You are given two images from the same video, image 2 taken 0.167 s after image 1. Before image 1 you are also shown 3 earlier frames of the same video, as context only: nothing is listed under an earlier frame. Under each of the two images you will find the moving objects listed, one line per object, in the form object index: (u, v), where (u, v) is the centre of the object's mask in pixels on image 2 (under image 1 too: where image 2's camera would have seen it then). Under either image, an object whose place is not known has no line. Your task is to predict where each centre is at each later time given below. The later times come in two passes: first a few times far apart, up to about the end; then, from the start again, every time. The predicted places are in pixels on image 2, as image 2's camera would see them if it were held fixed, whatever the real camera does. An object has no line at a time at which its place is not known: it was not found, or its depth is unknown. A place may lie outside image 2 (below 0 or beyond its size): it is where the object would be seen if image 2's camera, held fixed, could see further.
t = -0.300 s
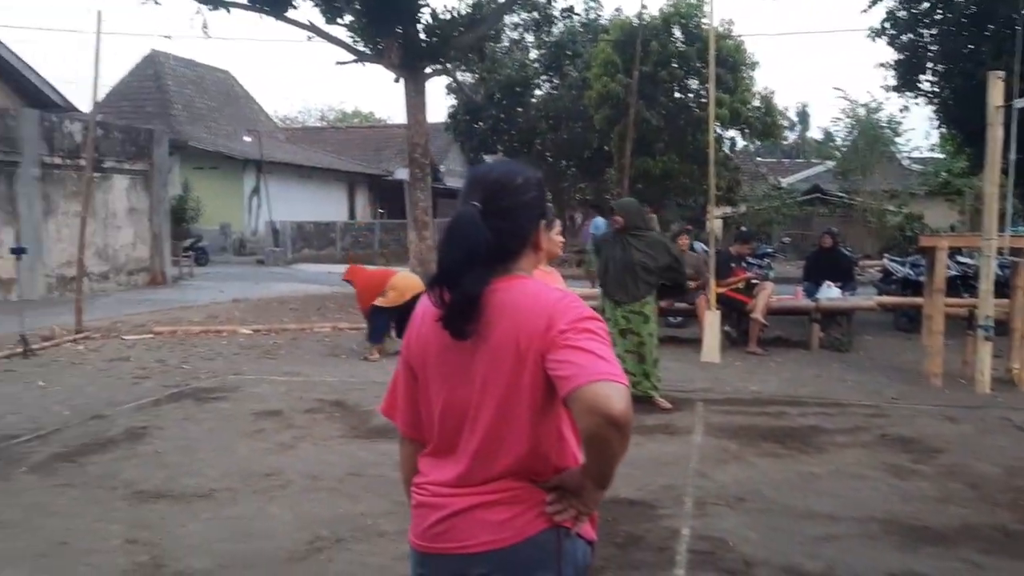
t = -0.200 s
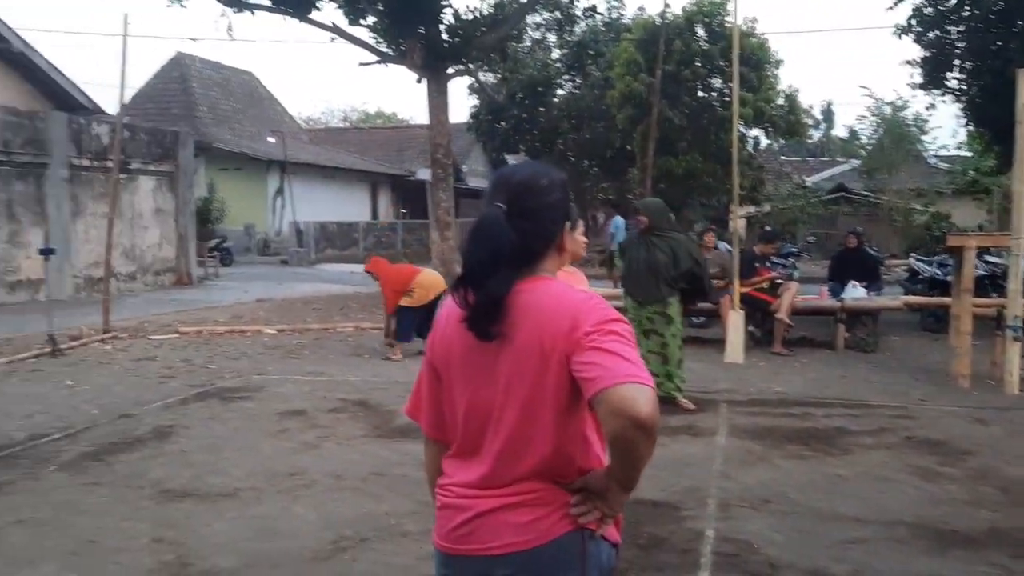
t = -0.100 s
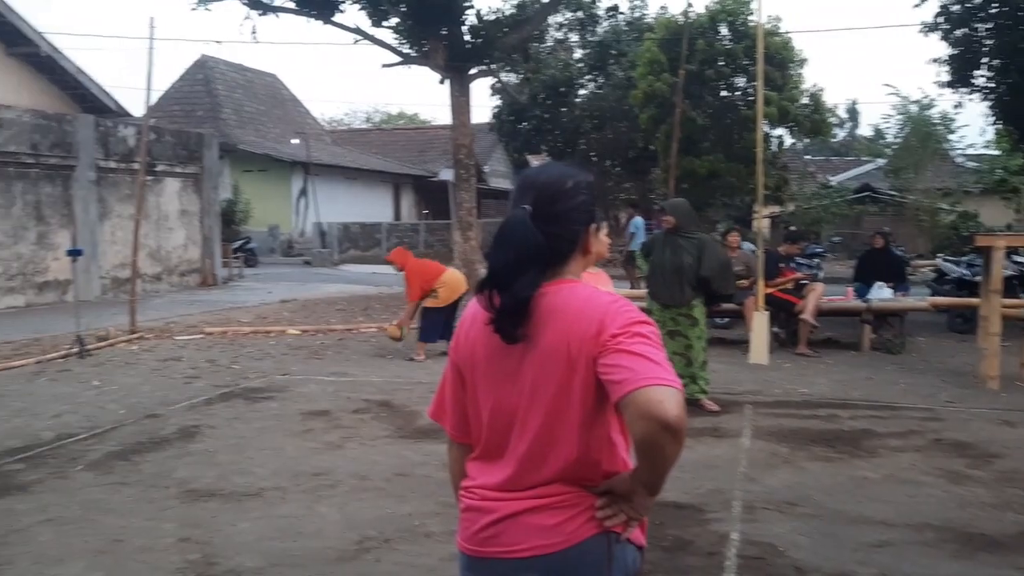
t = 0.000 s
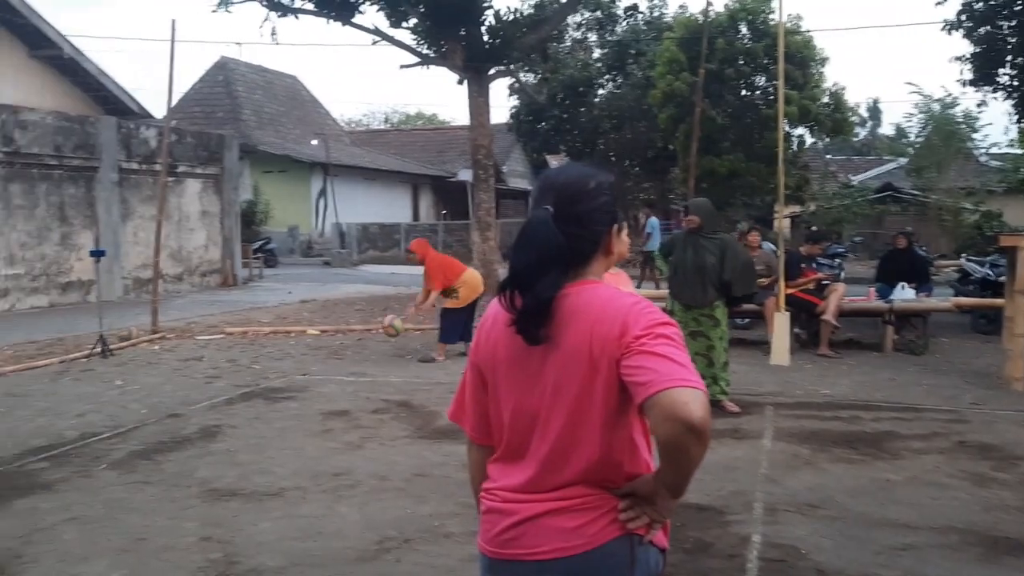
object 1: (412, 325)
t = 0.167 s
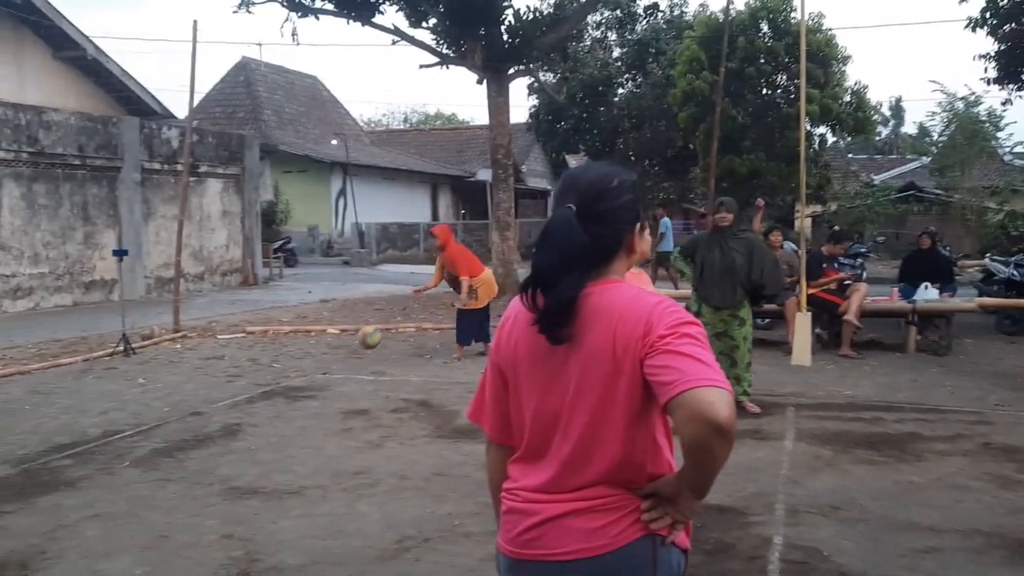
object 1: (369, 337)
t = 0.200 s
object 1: (361, 343)
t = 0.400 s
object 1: (314, 348)
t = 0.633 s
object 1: (264, 360)
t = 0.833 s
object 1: (219, 365)
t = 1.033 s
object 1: (173, 383)
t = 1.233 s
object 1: (120, 392)
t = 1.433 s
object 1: (72, 396)
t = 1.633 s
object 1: (25, 407)
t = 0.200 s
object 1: (361, 343)
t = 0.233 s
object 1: (351, 350)
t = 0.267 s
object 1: (343, 358)
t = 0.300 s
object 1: (334, 363)
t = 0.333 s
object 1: (328, 357)
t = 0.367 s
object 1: (321, 352)
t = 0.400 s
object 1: (314, 348)
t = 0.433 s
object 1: (307, 346)
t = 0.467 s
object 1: (299, 345)
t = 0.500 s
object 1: (292, 346)
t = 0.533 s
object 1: (285, 347)
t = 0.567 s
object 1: (278, 351)
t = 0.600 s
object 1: (271, 355)
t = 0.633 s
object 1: (264, 360)
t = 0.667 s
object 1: (256, 366)
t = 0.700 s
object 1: (249, 375)
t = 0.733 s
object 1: (241, 374)
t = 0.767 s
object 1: (234, 370)
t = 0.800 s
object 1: (227, 367)
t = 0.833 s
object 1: (219, 365)
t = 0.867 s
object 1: (211, 365)
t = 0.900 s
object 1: (202, 366)
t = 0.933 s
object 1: (196, 369)
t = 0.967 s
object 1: (189, 372)
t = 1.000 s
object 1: (182, 377)
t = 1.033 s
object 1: (173, 383)
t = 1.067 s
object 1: (166, 387)
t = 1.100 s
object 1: (154, 386)
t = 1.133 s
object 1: (147, 388)
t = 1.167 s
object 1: (139, 390)
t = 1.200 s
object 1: (129, 392)
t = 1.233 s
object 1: (120, 392)
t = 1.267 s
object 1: (113, 388)
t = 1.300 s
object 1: (106, 386)
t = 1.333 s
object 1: (98, 386)
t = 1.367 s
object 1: (88, 388)
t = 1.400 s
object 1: (80, 391)
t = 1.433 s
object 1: (72, 396)
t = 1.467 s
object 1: (63, 402)
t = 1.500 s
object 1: (55, 401)
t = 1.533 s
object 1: (48, 399)
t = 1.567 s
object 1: (41, 400)
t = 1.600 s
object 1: (32, 402)
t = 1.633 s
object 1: (25, 407)
